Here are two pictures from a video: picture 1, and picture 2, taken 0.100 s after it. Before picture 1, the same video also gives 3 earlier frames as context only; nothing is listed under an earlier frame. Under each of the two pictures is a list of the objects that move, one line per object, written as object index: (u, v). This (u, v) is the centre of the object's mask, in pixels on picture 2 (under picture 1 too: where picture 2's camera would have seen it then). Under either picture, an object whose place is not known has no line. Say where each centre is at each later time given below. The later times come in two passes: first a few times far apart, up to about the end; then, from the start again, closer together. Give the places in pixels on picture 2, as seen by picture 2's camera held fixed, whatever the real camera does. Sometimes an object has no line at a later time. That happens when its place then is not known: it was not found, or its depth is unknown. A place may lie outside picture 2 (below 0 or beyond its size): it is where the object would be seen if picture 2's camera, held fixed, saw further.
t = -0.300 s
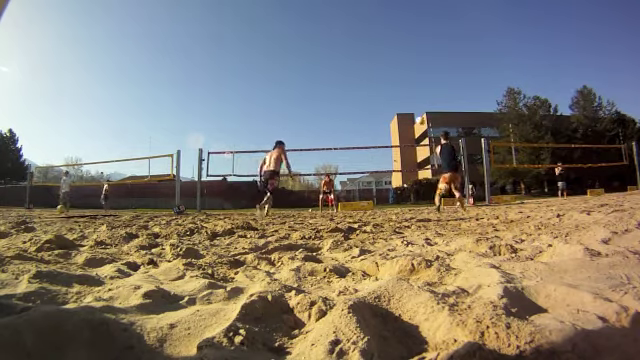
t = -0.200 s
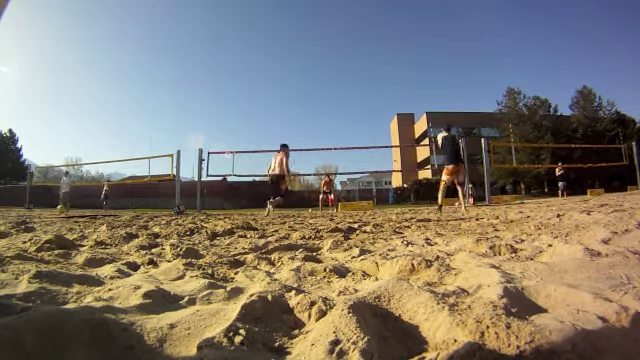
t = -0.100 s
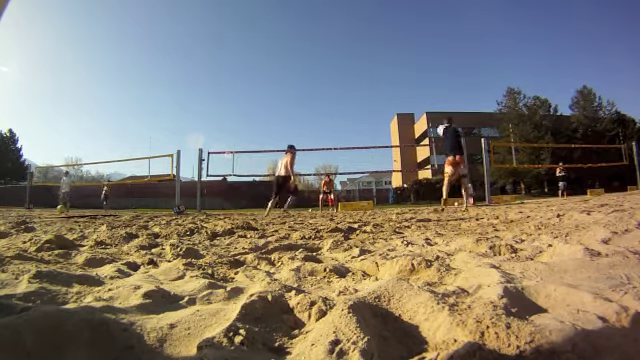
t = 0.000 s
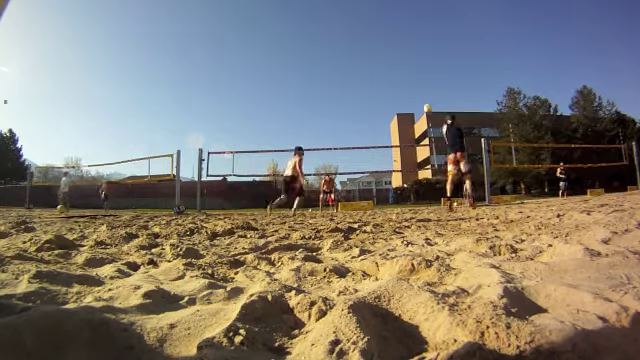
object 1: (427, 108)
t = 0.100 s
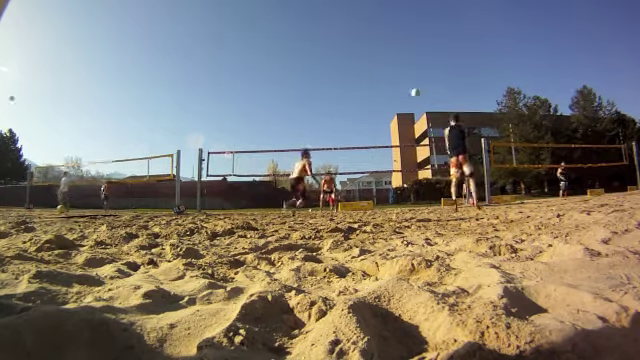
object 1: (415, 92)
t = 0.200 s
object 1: (404, 83)
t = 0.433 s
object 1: (384, 75)
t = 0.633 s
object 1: (370, 82)
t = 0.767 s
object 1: (363, 94)
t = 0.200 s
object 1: (404, 83)
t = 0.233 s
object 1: (401, 80)
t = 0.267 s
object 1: (398, 78)
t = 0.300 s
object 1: (394, 77)
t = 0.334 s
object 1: (392, 76)
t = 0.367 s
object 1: (389, 75)
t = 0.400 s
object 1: (386, 75)
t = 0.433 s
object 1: (384, 75)
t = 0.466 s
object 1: (381, 76)
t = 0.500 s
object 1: (379, 76)
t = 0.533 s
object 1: (376, 78)
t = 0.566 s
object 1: (374, 78)
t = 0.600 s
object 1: (372, 81)
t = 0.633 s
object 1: (370, 82)
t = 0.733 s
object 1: (364, 91)
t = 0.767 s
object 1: (363, 94)
